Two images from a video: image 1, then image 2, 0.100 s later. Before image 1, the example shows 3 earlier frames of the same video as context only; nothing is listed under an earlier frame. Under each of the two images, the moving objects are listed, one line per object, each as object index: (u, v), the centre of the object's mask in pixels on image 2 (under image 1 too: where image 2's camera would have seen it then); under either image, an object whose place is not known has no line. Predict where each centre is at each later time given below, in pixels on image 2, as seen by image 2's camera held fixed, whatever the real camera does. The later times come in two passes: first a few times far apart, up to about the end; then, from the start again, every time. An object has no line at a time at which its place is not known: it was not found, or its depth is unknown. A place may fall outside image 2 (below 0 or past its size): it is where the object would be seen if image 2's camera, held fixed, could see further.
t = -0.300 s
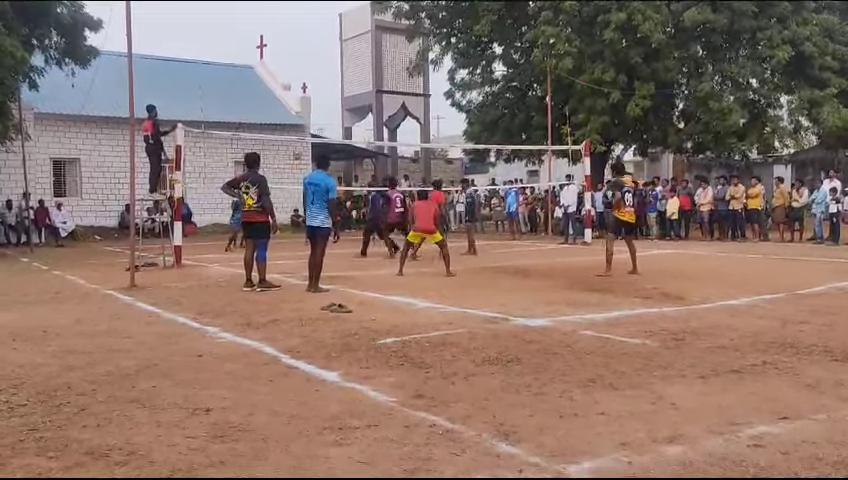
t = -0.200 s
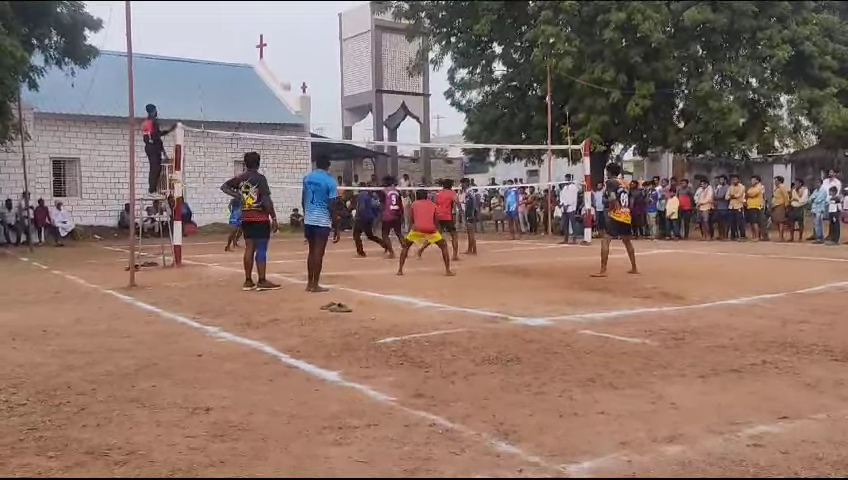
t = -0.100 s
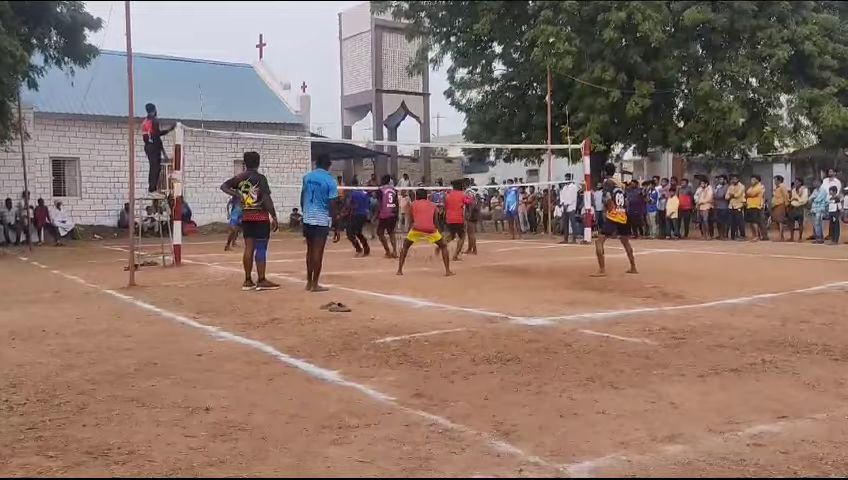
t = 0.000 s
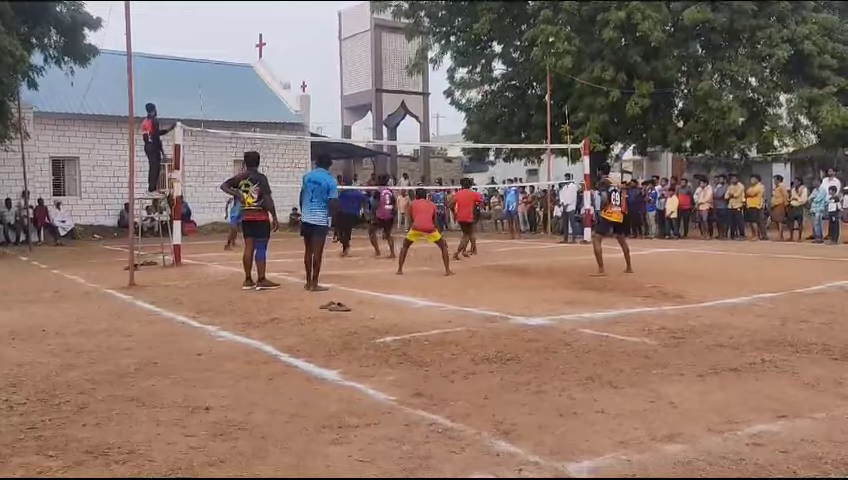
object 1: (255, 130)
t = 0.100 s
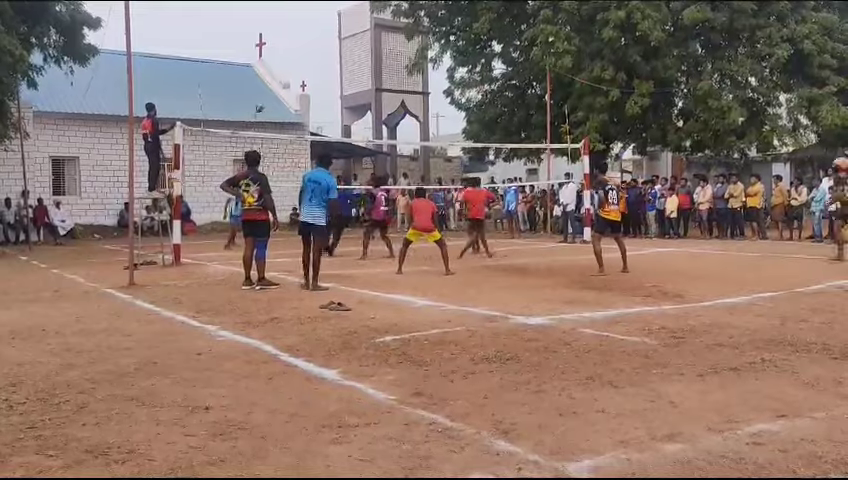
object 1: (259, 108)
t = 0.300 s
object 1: (267, 74)
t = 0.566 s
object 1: (278, 54)
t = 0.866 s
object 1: (292, 65)
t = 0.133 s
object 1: (260, 102)
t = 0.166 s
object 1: (261, 96)
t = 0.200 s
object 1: (263, 90)
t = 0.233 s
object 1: (264, 84)
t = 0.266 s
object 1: (265, 79)
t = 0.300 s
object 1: (267, 74)
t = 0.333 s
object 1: (268, 70)
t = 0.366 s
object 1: (269, 67)
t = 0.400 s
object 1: (271, 64)
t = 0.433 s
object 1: (273, 60)
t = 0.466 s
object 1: (274, 58)
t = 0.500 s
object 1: (275, 56)
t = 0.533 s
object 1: (277, 55)
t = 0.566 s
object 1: (278, 54)
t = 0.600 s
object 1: (279, 53)
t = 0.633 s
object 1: (281, 53)
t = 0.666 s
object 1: (283, 54)
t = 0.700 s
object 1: (284, 54)
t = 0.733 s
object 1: (286, 56)
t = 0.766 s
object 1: (287, 57)
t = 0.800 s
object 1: (289, 60)
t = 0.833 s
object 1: (291, 62)
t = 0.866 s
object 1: (292, 65)
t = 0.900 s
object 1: (294, 69)
